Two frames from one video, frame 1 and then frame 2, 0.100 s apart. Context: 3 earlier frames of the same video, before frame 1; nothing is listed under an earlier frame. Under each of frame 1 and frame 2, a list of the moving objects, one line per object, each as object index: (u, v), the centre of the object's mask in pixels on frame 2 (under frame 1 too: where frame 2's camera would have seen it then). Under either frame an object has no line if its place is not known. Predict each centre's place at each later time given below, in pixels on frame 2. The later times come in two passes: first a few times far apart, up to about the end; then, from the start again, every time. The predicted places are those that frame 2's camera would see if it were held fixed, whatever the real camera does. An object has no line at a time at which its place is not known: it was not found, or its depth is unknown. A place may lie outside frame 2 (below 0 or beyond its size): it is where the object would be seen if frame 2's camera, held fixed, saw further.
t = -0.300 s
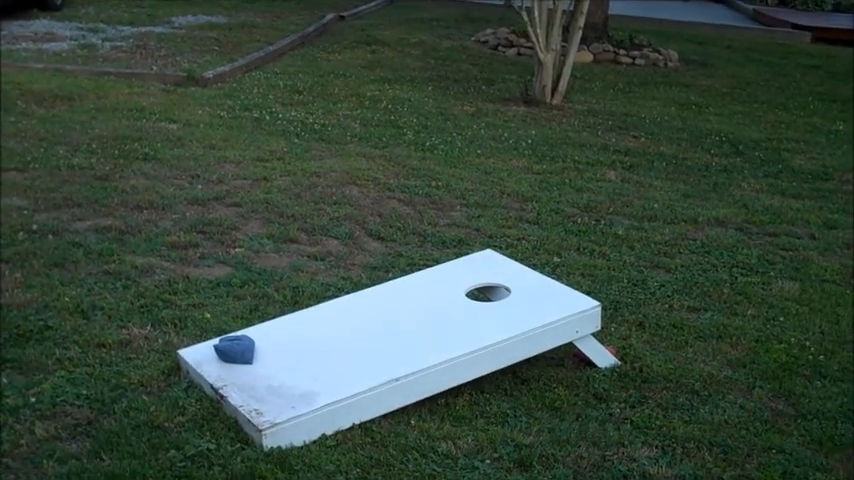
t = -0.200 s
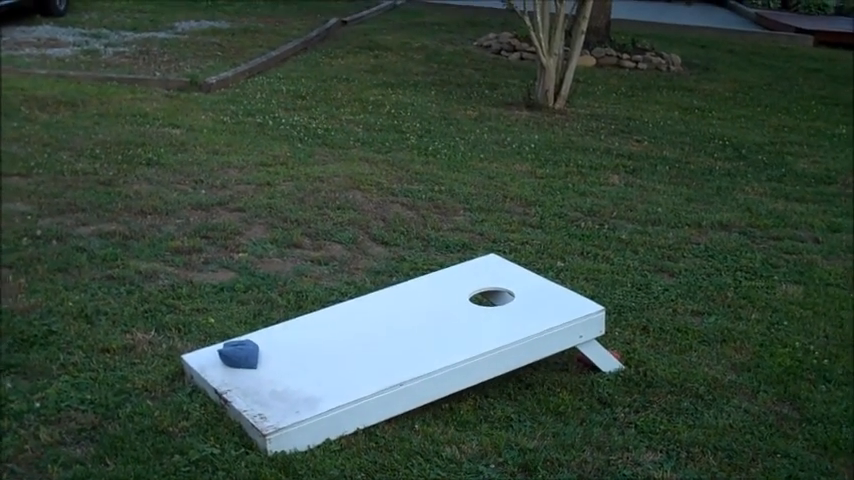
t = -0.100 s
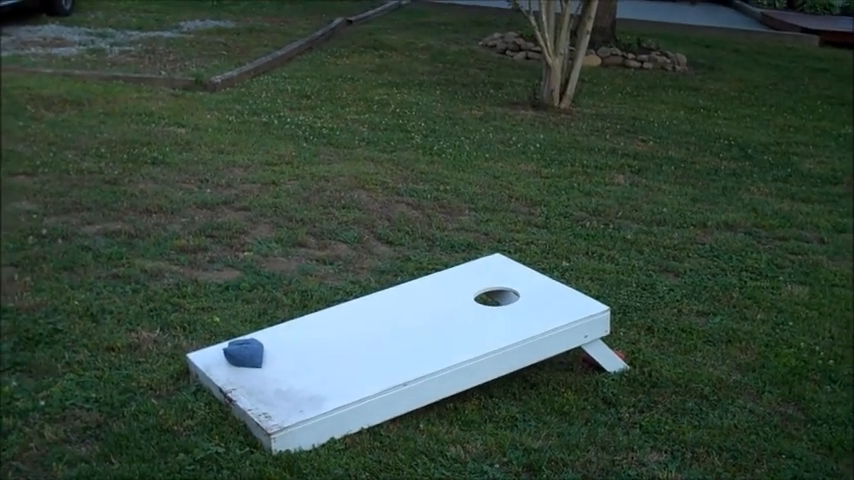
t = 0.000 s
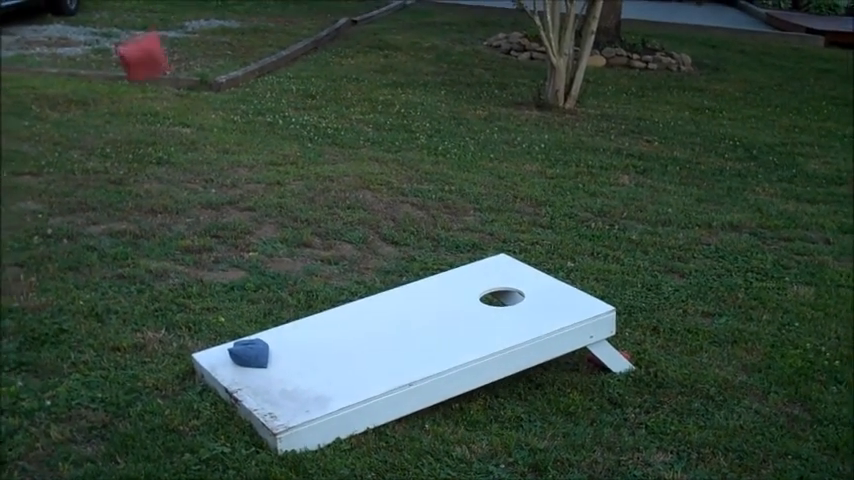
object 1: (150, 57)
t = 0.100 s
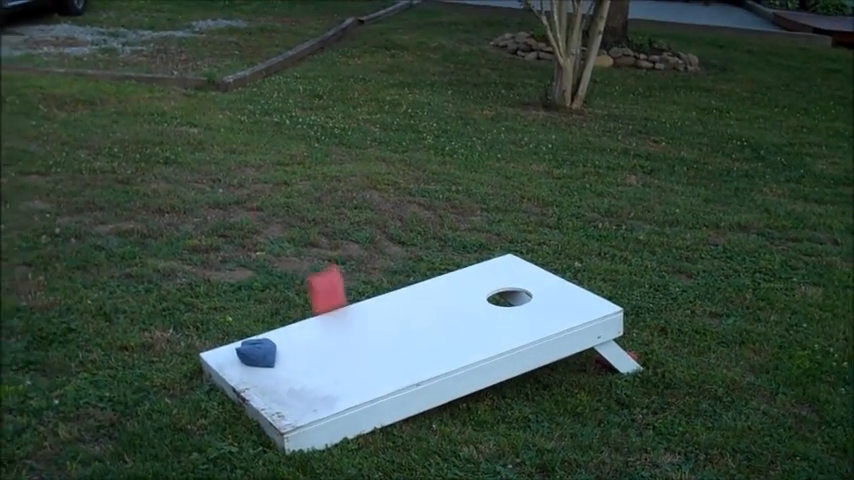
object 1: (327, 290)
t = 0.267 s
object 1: (374, 289)
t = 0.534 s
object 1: (404, 280)
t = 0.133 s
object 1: (343, 296)
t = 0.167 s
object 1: (351, 292)
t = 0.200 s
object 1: (357, 290)
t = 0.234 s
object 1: (364, 289)
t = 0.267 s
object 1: (374, 289)
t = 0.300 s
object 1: (384, 289)
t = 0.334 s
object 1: (390, 287)
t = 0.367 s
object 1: (391, 284)
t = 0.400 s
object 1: (394, 281)
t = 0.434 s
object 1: (398, 278)
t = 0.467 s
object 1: (401, 278)
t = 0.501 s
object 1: (402, 278)
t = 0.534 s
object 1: (404, 280)
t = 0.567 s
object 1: (404, 280)
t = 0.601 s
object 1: (403, 280)
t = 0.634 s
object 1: (400, 280)
